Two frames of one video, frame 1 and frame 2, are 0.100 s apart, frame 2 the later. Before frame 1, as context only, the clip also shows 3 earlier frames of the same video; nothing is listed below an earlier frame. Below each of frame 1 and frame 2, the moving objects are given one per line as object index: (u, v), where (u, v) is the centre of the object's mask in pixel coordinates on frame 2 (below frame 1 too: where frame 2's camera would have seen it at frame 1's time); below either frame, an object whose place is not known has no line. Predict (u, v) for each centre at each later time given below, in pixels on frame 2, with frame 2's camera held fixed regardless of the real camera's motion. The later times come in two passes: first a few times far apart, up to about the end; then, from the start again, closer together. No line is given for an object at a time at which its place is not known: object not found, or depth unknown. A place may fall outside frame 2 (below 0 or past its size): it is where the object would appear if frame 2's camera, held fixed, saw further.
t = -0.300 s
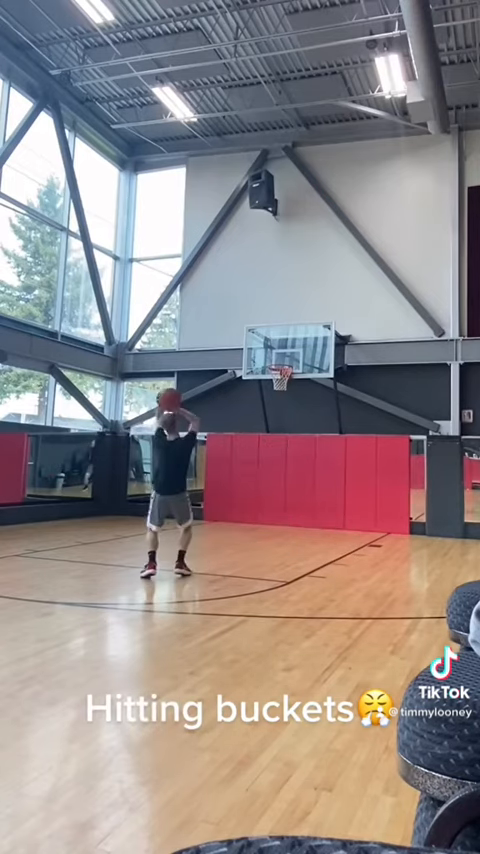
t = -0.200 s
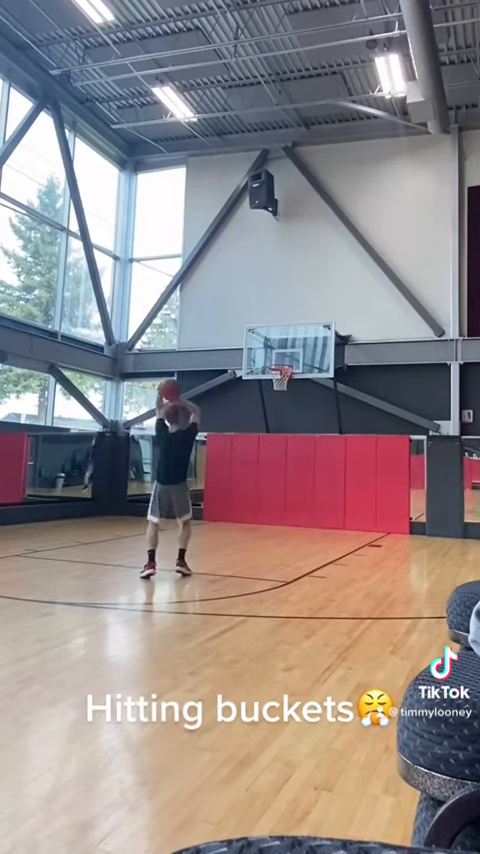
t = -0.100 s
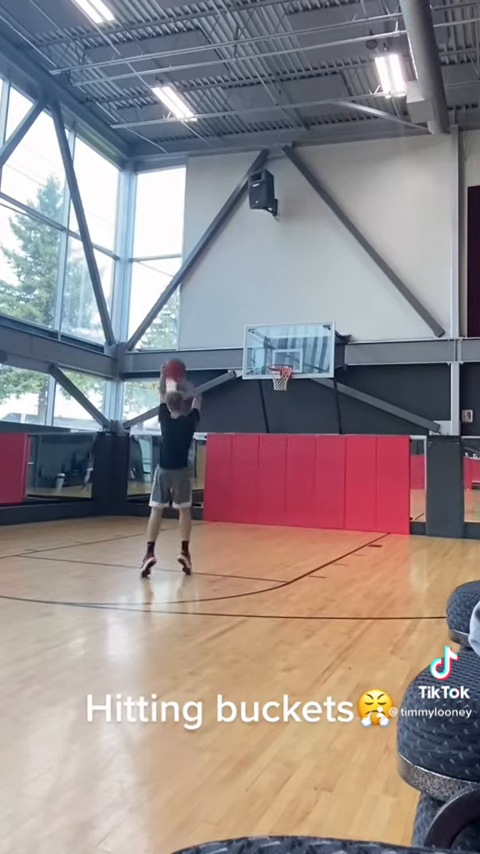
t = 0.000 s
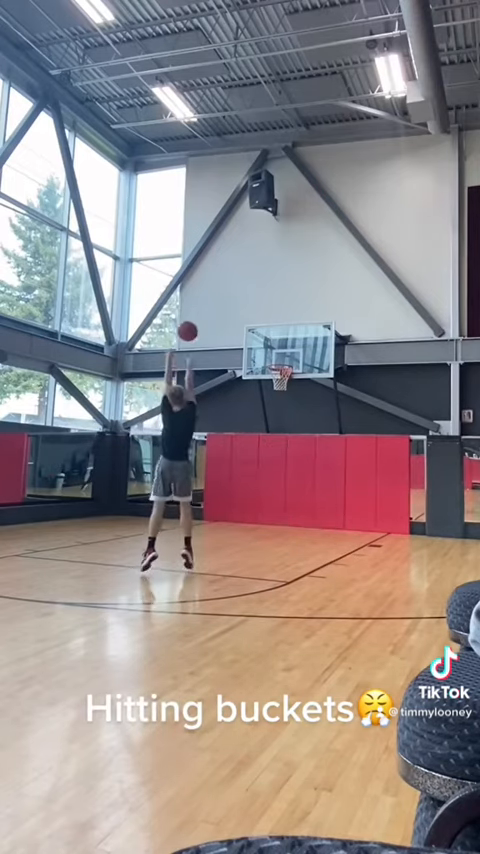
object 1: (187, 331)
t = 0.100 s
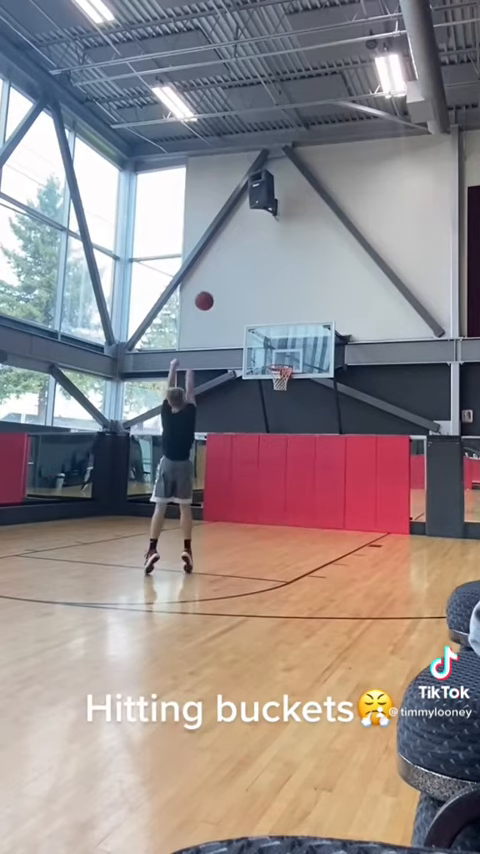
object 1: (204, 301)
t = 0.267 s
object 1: (226, 274)
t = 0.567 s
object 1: (255, 278)
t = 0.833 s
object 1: (274, 321)
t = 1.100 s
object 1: (290, 348)
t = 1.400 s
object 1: (310, 343)
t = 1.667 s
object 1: (328, 387)
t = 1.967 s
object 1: (352, 503)
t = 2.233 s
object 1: (374, 482)
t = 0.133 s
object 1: (209, 293)
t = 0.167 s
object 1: (213, 286)
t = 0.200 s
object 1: (218, 282)
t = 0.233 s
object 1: (222, 277)
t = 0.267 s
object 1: (226, 274)
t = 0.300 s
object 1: (230, 271)
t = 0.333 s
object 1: (234, 269)
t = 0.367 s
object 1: (237, 268)
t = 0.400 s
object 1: (240, 268)
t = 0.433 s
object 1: (244, 269)
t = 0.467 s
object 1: (247, 270)
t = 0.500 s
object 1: (250, 272)
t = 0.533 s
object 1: (253, 274)
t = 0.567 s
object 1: (255, 278)
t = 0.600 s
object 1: (258, 281)
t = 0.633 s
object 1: (260, 285)
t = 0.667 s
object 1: (263, 291)
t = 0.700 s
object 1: (265, 295)
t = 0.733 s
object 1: (267, 301)
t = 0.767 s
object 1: (269, 308)
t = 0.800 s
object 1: (272, 314)
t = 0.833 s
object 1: (274, 321)
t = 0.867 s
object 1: (276, 329)
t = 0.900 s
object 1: (277, 337)
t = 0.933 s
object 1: (280, 345)
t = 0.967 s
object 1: (281, 353)
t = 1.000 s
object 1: (284, 359)
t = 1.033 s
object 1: (285, 355)
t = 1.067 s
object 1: (287, 352)
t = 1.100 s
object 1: (290, 348)
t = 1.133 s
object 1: (292, 344)
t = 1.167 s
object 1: (294, 342)
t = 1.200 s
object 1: (295, 341)
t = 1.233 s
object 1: (298, 339)
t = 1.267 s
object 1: (300, 339)
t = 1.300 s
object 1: (303, 339)
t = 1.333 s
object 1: (305, 339)
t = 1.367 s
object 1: (307, 340)
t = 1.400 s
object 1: (310, 343)
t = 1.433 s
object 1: (312, 345)
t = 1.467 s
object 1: (315, 349)
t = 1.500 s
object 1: (318, 353)
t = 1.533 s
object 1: (319, 358)
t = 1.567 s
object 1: (322, 364)
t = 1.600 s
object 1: (325, 370)
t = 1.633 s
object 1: (327, 377)
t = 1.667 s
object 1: (328, 387)
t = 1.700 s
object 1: (330, 395)
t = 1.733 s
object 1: (334, 405)
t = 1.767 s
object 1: (335, 416)
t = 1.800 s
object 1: (337, 426)
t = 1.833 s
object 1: (341, 439)
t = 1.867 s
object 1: (344, 454)
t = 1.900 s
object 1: (347, 469)
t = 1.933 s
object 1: (349, 484)
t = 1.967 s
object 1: (352, 503)
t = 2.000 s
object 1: (355, 520)
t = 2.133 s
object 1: (365, 521)
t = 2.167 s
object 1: (367, 507)
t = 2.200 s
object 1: (371, 494)
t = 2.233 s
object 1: (374, 482)
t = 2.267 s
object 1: (376, 472)
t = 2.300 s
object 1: (379, 461)
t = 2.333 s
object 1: (382, 451)
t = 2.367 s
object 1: (385, 442)
